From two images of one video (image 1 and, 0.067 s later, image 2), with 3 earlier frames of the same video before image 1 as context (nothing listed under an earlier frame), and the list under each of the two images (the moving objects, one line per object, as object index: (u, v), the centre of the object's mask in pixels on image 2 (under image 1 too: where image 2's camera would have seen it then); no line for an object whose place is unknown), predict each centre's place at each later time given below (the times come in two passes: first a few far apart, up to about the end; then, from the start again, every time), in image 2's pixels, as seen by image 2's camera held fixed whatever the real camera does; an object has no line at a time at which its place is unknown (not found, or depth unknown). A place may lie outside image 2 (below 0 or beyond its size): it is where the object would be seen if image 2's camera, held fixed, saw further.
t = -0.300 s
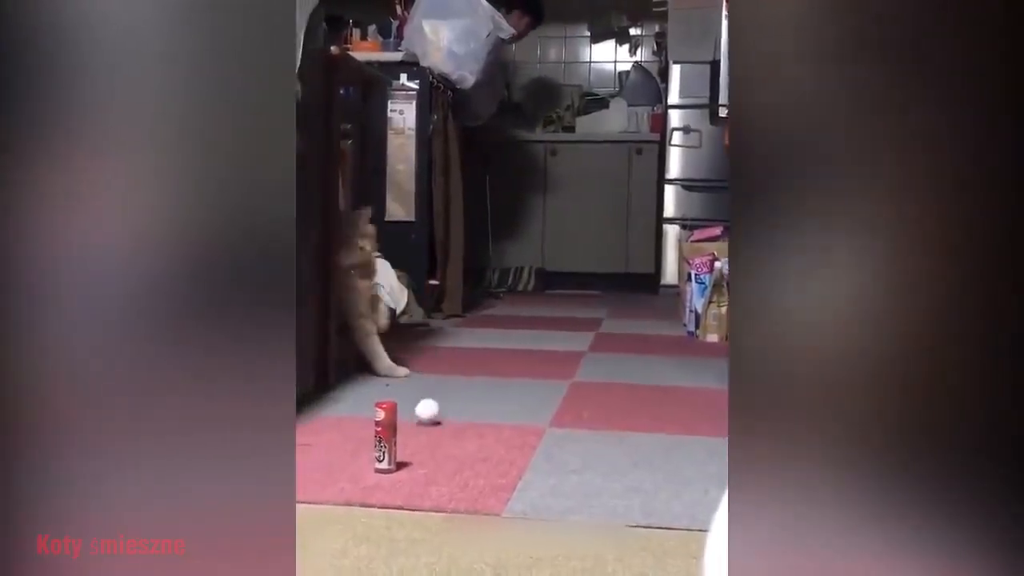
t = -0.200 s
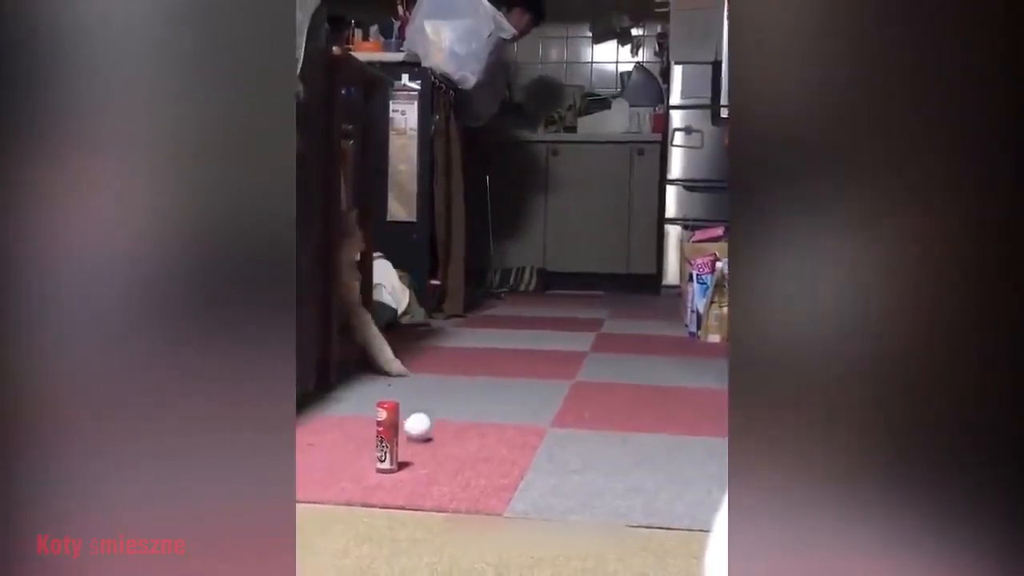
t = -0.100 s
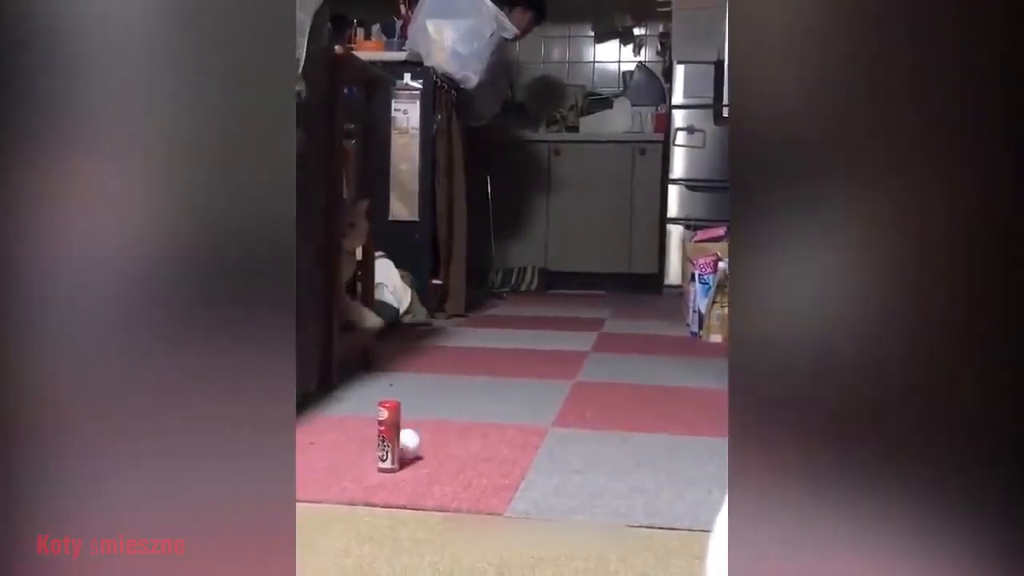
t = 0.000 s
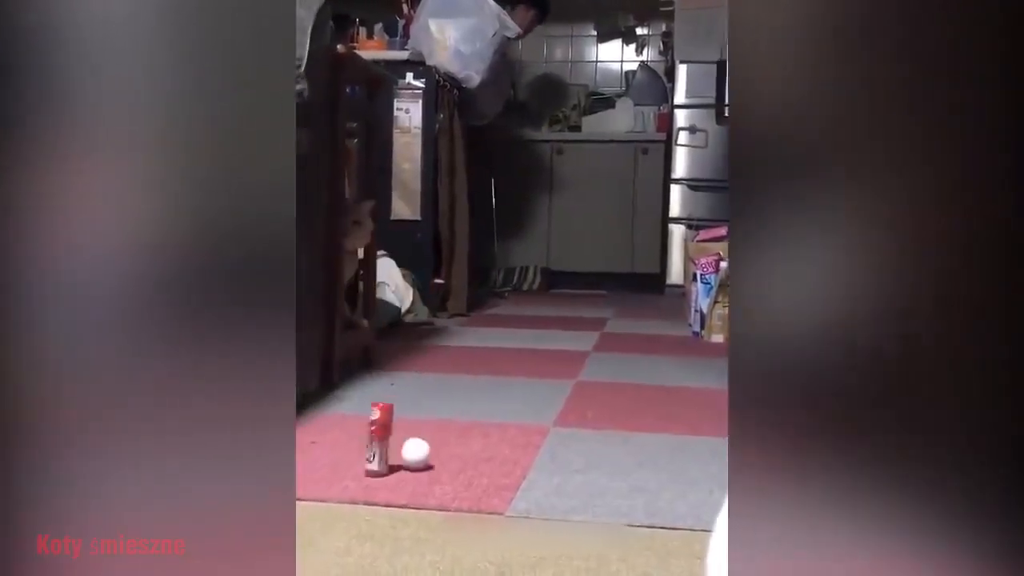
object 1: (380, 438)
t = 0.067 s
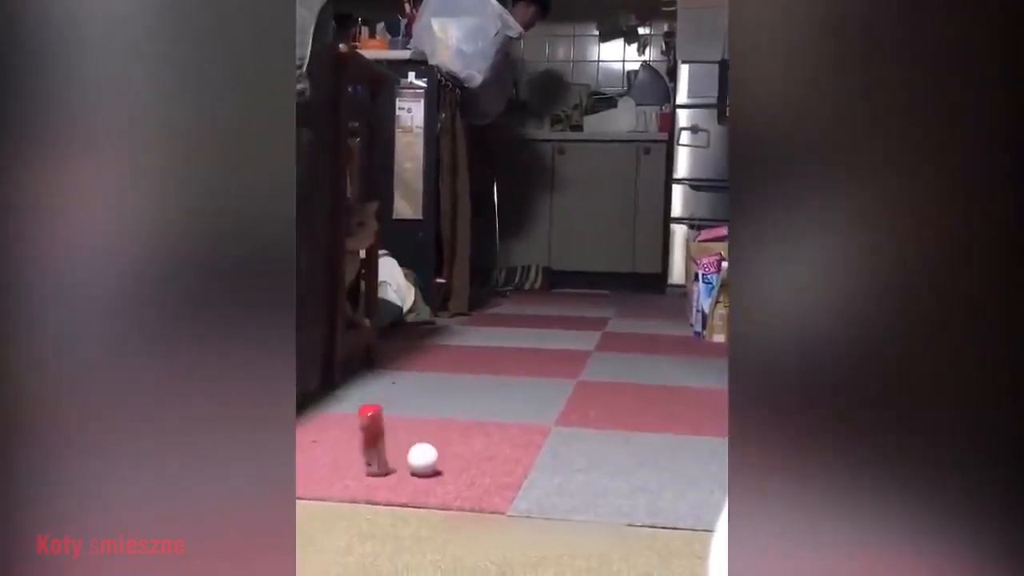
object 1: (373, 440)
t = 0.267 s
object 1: (349, 473)
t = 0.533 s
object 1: (349, 474)
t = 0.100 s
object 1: (370, 442)
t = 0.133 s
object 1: (367, 445)
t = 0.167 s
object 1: (362, 451)
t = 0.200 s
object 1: (356, 462)
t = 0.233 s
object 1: (338, 478)
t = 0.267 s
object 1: (349, 473)
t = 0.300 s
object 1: (348, 475)
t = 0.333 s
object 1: (348, 475)
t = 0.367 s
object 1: (348, 474)
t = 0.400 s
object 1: (348, 474)
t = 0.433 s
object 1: (348, 474)
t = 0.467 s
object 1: (348, 475)
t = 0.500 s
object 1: (349, 474)
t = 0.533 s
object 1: (349, 474)
